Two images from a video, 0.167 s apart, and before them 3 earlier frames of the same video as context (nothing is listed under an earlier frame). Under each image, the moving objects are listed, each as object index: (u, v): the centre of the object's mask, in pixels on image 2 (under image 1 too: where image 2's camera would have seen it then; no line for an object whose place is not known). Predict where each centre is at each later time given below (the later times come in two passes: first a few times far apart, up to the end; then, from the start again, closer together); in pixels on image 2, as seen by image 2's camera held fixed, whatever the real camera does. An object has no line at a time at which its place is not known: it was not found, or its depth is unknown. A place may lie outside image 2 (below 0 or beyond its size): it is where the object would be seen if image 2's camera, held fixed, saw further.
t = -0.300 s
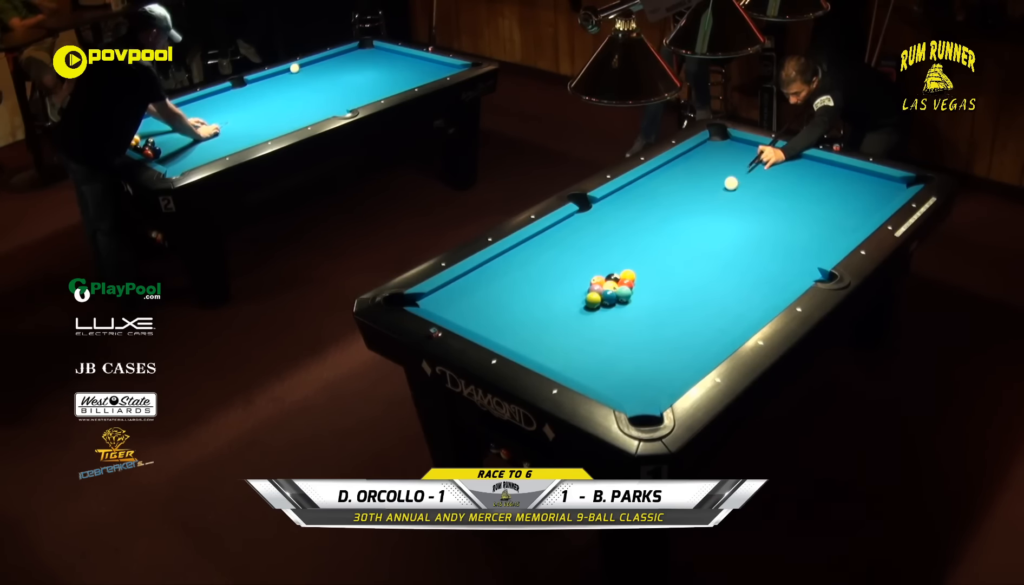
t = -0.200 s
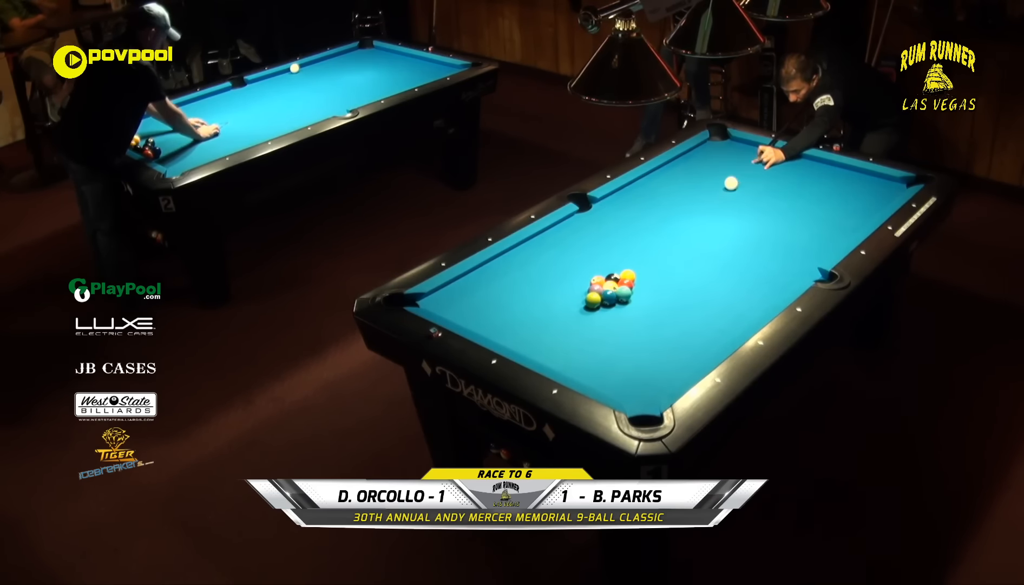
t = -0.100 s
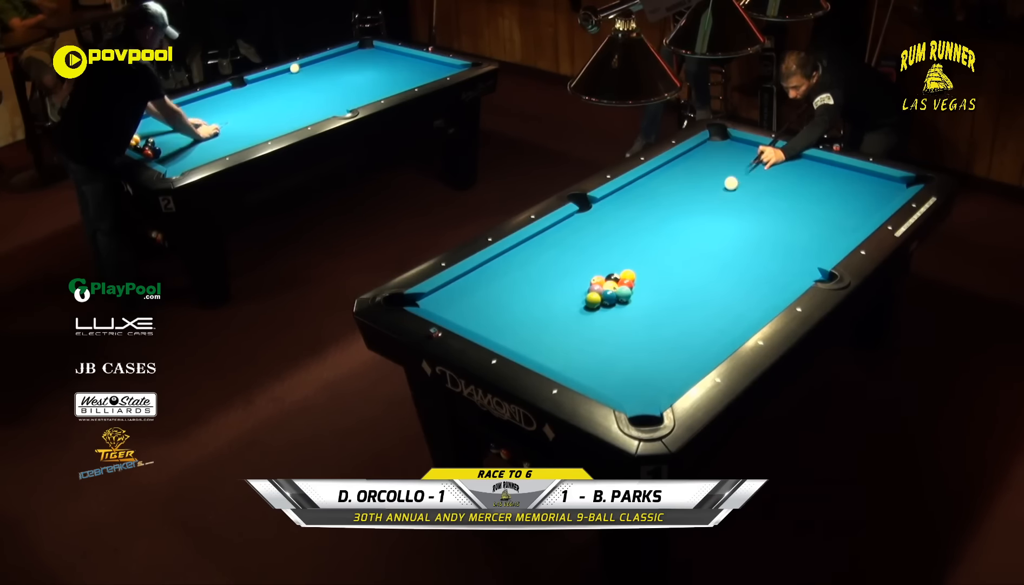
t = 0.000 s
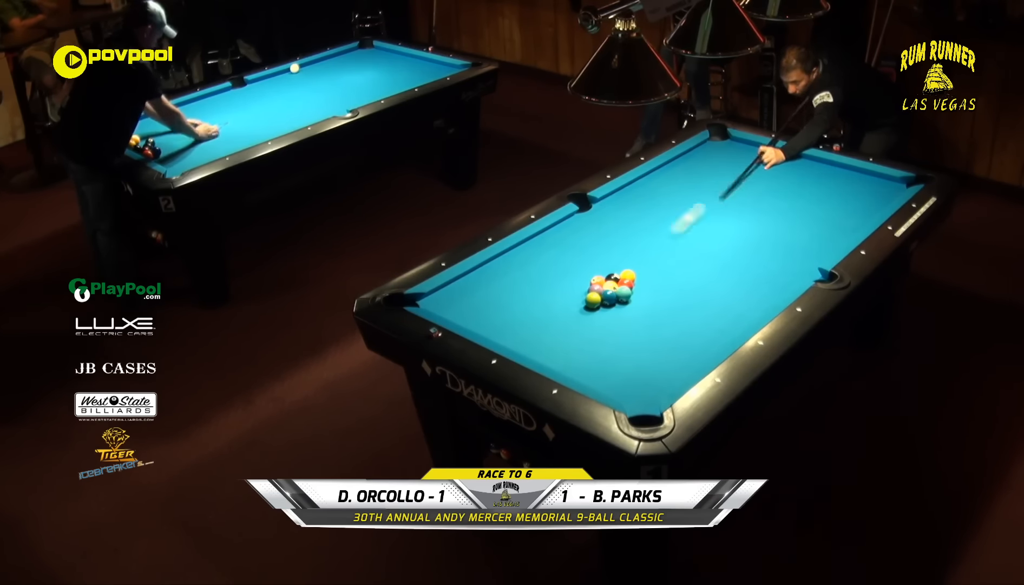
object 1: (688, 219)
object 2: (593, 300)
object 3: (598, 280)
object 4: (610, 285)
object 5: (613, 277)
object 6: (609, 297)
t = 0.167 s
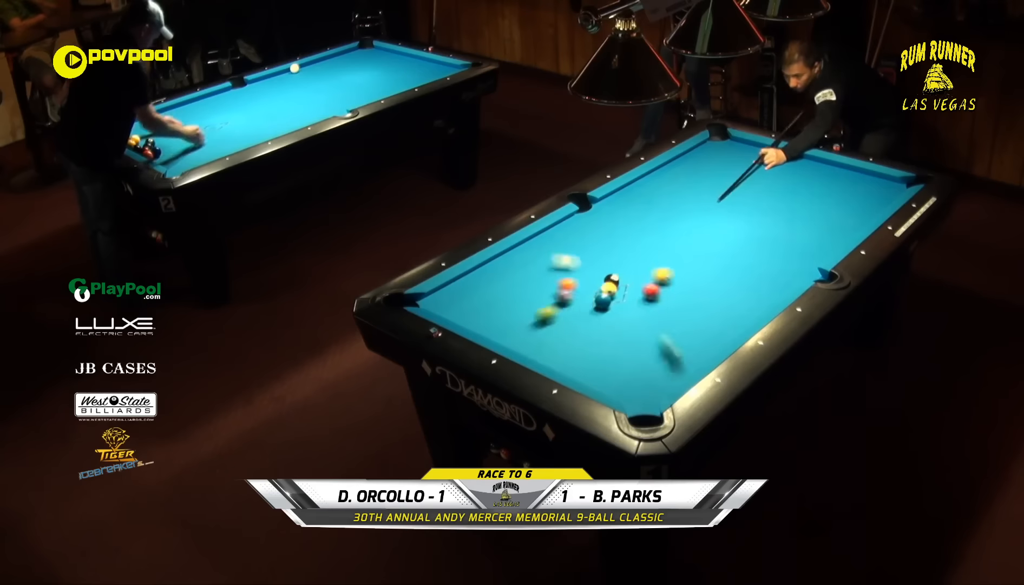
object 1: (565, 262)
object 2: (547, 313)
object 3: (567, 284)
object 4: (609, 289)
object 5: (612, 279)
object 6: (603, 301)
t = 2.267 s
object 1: (844, 226)
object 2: (629, 262)
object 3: (632, 278)
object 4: (597, 297)
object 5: (623, 323)
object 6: (536, 349)
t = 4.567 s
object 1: (843, 169)
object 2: (688, 237)
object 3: (801, 267)
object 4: (597, 297)
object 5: (509, 295)
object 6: (540, 346)
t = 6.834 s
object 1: (838, 172)
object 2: (690, 236)
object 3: (804, 264)
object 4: (597, 297)
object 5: (495, 292)
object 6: (540, 346)
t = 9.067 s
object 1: (838, 171)
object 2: (690, 236)
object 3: (804, 264)
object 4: (597, 297)
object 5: (495, 292)
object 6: (540, 346)
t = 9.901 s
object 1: (838, 171)
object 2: (690, 236)
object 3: (804, 264)
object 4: (597, 297)
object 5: (495, 293)
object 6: (540, 346)
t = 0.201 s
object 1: (545, 259)
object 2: (532, 318)
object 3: (558, 285)
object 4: (609, 289)
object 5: (612, 279)
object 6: (601, 302)
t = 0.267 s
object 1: (510, 254)
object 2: (503, 326)
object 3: (541, 286)
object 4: (607, 291)
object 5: (612, 280)
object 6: (598, 305)
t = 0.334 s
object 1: (528, 260)
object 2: (490, 328)
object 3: (524, 288)
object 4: (605, 292)
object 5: (612, 281)
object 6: (595, 307)
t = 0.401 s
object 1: (550, 266)
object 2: (497, 317)
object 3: (508, 289)
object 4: (605, 293)
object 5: (611, 281)
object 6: (591, 309)
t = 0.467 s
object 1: (572, 271)
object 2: (503, 314)
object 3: (492, 290)
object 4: (604, 293)
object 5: (611, 282)
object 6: (588, 311)
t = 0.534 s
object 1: (594, 275)
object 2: (509, 312)
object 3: (476, 290)
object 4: (603, 294)
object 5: (611, 282)
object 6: (585, 314)
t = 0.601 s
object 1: (609, 274)
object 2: (515, 309)
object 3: (461, 290)
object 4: (602, 294)
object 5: (618, 288)
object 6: (582, 316)
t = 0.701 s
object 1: (628, 271)
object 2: (524, 306)
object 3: (445, 289)
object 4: (600, 295)
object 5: (631, 296)
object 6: (577, 320)
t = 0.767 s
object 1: (640, 269)
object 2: (530, 303)
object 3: (452, 286)
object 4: (600, 295)
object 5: (640, 300)
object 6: (574, 322)
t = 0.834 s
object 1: (653, 267)
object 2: (536, 301)
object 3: (462, 286)
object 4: (599, 296)
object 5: (648, 306)
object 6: (571, 324)
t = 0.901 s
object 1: (665, 265)
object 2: (541, 299)
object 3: (471, 285)
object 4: (599, 296)
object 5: (656, 311)
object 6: (568, 326)
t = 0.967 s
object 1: (678, 263)
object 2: (546, 297)
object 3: (480, 285)
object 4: (598, 296)
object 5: (665, 317)
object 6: (565, 328)
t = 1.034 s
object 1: (690, 261)
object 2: (552, 294)
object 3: (489, 284)
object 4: (598, 297)
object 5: (674, 322)
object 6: (562, 330)
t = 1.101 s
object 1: (701, 260)
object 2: (557, 292)
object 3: (498, 284)
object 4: (597, 297)
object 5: (683, 327)
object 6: (560, 332)
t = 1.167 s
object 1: (713, 257)
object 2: (562, 290)
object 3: (506, 284)
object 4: (597, 297)
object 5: (691, 333)
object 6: (557, 333)
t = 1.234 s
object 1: (724, 256)
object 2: (567, 288)
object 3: (515, 283)
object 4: (597, 297)
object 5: (701, 339)
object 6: (555, 335)
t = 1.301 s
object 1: (736, 254)
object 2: (572, 286)
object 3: (523, 283)
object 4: (597, 297)
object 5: (709, 343)
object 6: (552, 338)
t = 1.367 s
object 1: (746, 253)
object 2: (576, 284)
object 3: (531, 282)
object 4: (597, 297)
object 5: (708, 344)
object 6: (549, 340)
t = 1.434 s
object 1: (757, 251)
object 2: (581, 282)
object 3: (539, 282)
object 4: (597, 297)
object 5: (701, 343)
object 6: (547, 342)
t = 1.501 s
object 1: (768, 249)
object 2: (585, 280)
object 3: (548, 282)
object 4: (597, 297)
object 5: (694, 341)
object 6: (544, 344)
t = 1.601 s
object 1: (784, 247)
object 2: (592, 278)
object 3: (560, 281)
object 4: (597, 297)
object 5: (683, 339)
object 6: (541, 346)
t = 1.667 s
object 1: (795, 245)
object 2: (596, 276)
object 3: (567, 281)
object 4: (597, 297)
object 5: (677, 337)
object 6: (538, 347)
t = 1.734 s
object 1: (805, 244)
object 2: (600, 274)
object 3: (575, 281)
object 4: (597, 297)
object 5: (670, 335)
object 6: (536, 349)
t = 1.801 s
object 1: (815, 242)
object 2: (604, 273)
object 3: (582, 280)
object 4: (597, 297)
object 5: (664, 334)
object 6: (534, 351)
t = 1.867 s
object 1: (824, 241)
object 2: (608, 271)
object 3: (590, 280)
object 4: (597, 297)
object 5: (657, 332)
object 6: (532, 351)
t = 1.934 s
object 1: (834, 239)
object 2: (612, 270)
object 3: (597, 279)
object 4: (597, 297)
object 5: (651, 330)
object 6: (531, 352)
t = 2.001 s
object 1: (842, 237)
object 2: (615, 268)
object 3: (604, 279)
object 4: (597, 297)
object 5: (645, 329)
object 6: (532, 351)
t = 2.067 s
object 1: (843, 234)
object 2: (619, 266)
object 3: (611, 279)
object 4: (597, 297)
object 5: (639, 327)
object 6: (534, 351)
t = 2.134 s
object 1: (844, 231)
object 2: (622, 264)
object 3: (618, 279)
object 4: (597, 297)
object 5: (634, 326)
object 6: (535, 350)
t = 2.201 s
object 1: (844, 229)
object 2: (625, 263)
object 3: (626, 278)
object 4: (597, 297)
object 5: (628, 324)
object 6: (536, 350)
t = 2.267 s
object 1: (844, 226)
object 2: (629, 262)
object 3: (632, 278)
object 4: (597, 297)
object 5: (623, 323)
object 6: (536, 349)
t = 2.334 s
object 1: (844, 223)
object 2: (632, 261)
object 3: (639, 278)
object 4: (597, 297)
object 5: (617, 322)
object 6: (537, 348)
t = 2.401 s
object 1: (845, 220)
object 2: (635, 260)
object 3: (646, 277)
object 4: (597, 297)
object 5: (612, 321)
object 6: (538, 348)
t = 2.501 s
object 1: (845, 216)
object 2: (639, 258)
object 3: (656, 277)
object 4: (597, 297)
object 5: (605, 319)
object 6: (539, 347)
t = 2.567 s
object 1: (845, 213)
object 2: (642, 257)
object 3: (662, 276)
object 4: (597, 297)
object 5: (600, 318)
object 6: (539, 347)
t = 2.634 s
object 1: (845, 211)
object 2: (645, 256)
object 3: (668, 276)
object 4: (597, 297)
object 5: (595, 316)
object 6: (539, 347)
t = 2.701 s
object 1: (845, 208)
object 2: (648, 255)
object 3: (674, 276)
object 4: (597, 297)
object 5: (591, 315)
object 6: (540, 346)
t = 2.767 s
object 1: (845, 206)
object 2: (651, 253)
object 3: (680, 275)
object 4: (597, 297)
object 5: (586, 314)
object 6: (540, 346)
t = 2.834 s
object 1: (845, 204)
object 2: (653, 252)
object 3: (686, 275)
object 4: (597, 297)
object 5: (582, 313)
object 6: (540, 346)
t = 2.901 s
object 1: (846, 201)
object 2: (656, 252)
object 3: (692, 274)
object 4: (597, 297)
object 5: (578, 312)
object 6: (540, 346)
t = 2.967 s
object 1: (846, 199)
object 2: (658, 250)
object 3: (697, 274)
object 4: (597, 297)
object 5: (574, 311)
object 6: (540, 346)
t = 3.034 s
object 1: (846, 197)
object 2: (660, 249)
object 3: (703, 274)
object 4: (597, 297)
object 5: (570, 310)
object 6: (540, 346)
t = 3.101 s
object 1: (846, 195)
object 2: (662, 249)
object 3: (708, 273)
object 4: (597, 297)
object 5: (566, 309)
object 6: (540, 346)
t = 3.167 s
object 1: (846, 193)
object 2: (664, 248)
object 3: (714, 273)
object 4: (597, 297)
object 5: (562, 308)
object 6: (540, 346)
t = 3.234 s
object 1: (846, 191)
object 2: (666, 247)
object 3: (719, 273)
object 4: (597, 297)
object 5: (559, 307)
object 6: (540, 346)
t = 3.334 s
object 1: (846, 188)
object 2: (668, 246)
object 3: (726, 272)
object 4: (597, 297)
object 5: (553, 306)
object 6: (540, 346)
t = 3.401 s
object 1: (846, 186)
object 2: (670, 245)
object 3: (731, 272)
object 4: (597, 297)
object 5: (550, 305)
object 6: (540, 346)
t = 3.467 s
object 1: (846, 185)
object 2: (672, 244)
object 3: (736, 271)
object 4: (597, 297)
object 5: (547, 304)
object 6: (540, 346)
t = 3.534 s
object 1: (846, 183)
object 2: (673, 243)
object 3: (741, 271)
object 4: (597, 297)
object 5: (544, 303)
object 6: (540, 346)
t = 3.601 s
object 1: (846, 181)
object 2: (675, 243)
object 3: (745, 271)
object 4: (597, 297)
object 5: (541, 303)
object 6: (540, 346)
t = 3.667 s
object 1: (847, 180)
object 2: (676, 242)
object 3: (750, 271)
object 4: (597, 297)
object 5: (538, 302)
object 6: (540, 346)
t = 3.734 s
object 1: (847, 178)
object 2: (678, 242)
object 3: (754, 270)
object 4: (597, 297)
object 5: (535, 301)
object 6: (540, 346)
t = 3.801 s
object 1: (847, 177)
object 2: (679, 241)
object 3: (759, 270)
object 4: (597, 297)
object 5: (532, 301)
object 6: (540, 346)
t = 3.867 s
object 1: (847, 175)
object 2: (680, 240)
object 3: (763, 270)
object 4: (597, 297)
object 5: (530, 300)
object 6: (540, 346)
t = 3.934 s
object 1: (847, 174)
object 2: (681, 240)
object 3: (767, 270)
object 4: (597, 297)
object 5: (527, 299)
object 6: (540, 346)
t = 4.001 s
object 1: (847, 172)
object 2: (682, 239)
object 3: (771, 269)
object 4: (597, 297)
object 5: (525, 299)
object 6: (540, 346)
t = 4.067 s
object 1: (847, 171)
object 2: (683, 239)
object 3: (775, 269)
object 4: (597, 297)
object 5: (523, 298)
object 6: (540, 346)
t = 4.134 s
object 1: (847, 170)
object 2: (684, 239)
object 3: (779, 269)
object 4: (597, 297)
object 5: (520, 298)
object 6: (540, 346)
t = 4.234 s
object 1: (847, 168)
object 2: (685, 238)
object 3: (784, 268)
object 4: (597, 297)
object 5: (517, 297)
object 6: (540, 346)
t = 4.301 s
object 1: (847, 168)
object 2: (686, 238)
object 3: (788, 268)
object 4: (597, 297)
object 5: (515, 297)
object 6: (540, 346)
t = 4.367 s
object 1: (846, 168)
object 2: (687, 237)
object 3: (791, 268)
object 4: (597, 297)
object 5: (514, 296)
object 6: (540, 346)
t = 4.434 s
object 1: (845, 169)
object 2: (687, 237)
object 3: (794, 268)
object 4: (597, 297)
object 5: (512, 296)
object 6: (540, 346)
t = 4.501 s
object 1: (844, 169)
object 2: (688, 237)
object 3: (797, 267)
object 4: (597, 297)
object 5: (510, 295)
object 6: (540, 346)
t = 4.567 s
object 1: (843, 169)
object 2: (688, 237)
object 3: (801, 267)
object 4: (597, 297)
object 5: (509, 295)
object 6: (540, 346)
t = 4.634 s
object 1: (842, 170)
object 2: (689, 236)
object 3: (804, 267)
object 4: (597, 297)
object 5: (507, 295)
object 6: (540, 346)
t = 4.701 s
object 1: (842, 170)
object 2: (689, 236)
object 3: (807, 267)
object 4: (597, 297)
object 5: (506, 294)
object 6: (540, 346)
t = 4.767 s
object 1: (841, 170)
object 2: (690, 236)
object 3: (810, 266)
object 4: (597, 297)
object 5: (504, 294)
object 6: (540, 346)
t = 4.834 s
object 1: (841, 170)
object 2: (690, 236)
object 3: (809, 266)
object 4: (597, 297)
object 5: (503, 294)
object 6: (540, 346)
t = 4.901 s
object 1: (840, 171)
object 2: (690, 236)
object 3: (808, 266)
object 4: (597, 297)
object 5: (502, 294)
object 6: (540, 346)
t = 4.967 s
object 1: (839, 171)
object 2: (690, 236)
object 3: (807, 266)
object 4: (597, 297)
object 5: (501, 294)
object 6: (540, 346)
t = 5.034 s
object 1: (839, 171)
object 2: (690, 236)
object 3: (806, 265)
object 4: (597, 297)
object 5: (500, 293)
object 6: (540, 346)
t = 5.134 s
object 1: (838, 171)
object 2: (690, 236)
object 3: (805, 265)
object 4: (597, 297)
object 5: (498, 293)
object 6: (540, 346)
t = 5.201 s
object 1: (838, 171)
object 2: (690, 236)
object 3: (805, 265)
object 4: (597, 297)
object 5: (498, 293)
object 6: (540, 346)
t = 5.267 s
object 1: (838, 171)
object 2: (690, 236)
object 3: (804, 265)
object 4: (597, 297)
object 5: (497, 293)
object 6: (540, 346)
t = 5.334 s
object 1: (838, 171)
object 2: (690, 236)
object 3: (804, 265)
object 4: (597, 297)
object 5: (496, 293)
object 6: (540, 346)
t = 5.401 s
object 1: (838, 171)
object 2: (690, 236)
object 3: (804, 264)
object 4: (597, 297)
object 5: (496, 293)
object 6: (540, 346)
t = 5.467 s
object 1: (838, 172)
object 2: (690, 236)
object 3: (804, 264)
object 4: (597, 297)
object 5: (495, 292)
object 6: (540, 346)
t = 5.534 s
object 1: (838, 172)
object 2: (690, 236)
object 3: (804, 264)
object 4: (597, 297)
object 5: (495, 292)
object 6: (540, 346)
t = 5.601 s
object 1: (838, 172)
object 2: (690, 236)
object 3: (804, 264)
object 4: (597, 297)
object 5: (495, 292)
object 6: (540, 346)
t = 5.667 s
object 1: (838, 172)
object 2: (690, 236)
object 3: (804, 264)
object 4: (597, 297)
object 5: (494, 292)
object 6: (540, 346)
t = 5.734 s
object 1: (838, 172)
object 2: (690, 236)
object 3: (804, 264)
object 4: (597, 297)
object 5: (494, 292)
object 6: (540, 346)
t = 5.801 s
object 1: (838, 171)
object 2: (690, 236)
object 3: (804, 264)
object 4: (597, 297)
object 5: (495, 292)
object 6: (540, 346)
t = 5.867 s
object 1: (838, 171)
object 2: (690, 236)
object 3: (804, 264)
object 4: (597, 297)
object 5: (495, 292)
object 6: (540, 346)
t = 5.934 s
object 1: (838, 172)
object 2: (690, 236)
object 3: (804, 264)
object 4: (597, 297)
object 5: (495, 292)
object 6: (540, 346)
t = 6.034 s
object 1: (838, 172)
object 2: (690, 236)
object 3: (804, 264)
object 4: (597, 297)
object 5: (495, 292)
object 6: (540, 346)
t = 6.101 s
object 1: (838, 172)
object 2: (690, 236)
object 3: (804, 264)
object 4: (597, 297)
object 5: (495, 292)
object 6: (540, 346)
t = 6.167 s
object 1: (838, 172)
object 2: (690, 236)
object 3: (804, 264)
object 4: (597, 297)
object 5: (495, 292)
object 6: (540, 346)
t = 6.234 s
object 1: (838, 172)
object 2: (690, 236)
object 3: (804, 264)
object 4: (597, 297)
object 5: (495, 293)
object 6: (540, 346)
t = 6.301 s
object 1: (838, 172)
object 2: (690, 236)
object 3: (804, 264)
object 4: (597, 297)
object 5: (495, 292)
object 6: (540, 346)
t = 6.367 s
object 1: (838, 172)
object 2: (690, 236)
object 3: (804, 264)
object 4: (597, 297)
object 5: (495, 292)
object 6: (540, 346)
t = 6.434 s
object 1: (838, 172)
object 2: (690, 236)
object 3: (804, 264)
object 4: (597, 297)
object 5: (495, 292)
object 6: (540, 346)
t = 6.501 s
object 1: (838, 172)
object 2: (690, 236)
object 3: (804, 264)
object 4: (597, 297)
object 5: (495, 292)
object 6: (540, 346)
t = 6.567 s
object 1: (838, 172)
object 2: (690, 236)
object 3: (804, 264)
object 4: (597, 297)
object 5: (495, 292)
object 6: (540, 346)
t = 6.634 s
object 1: (838, 171)
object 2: (690, 236)
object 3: (804, 264)
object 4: (597, 297)
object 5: (495, 292)
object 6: (540, 346)
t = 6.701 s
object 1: (838, 172)
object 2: (690, 236)
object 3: (804, 264)
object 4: (597, 297)
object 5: (495, 292)
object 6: (540, 346)
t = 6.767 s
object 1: (838, 172)
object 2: (690, 236)
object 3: (804, 264)
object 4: (597, 297)
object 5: (495, 292)
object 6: (540, 346)
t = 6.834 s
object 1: (838, 172)
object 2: (690, 236)
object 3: (804, 264)
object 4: (597, 297)
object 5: (495, 292)
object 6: (540, 346)
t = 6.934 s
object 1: (838, 172)
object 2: (690, 236)
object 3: (804, 264)
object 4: (597, 297)
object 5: (495, 292)
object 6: (540, 346)
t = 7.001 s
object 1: (838, 172)
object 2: (690, 236)
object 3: (804, 264)
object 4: (597, 297)
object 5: (495, 293)
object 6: (540, 346)
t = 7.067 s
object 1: (838, 172)
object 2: (690, 236)
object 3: (804, 264)
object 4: (597, 297)
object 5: (495, 292)
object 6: (540, 346)
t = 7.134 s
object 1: (838, 172)
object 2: (690, 236)
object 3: (804, 264)
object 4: (597, 297)
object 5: (495, 293)
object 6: (540, 346)
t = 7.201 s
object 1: (838, 172)
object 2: (690, 236)
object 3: (804, 264)
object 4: (597, 297)
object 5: (495, 293)
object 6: (540, 346)
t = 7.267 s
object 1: (838, 171)
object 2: (690, 236)
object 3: (804, 264)
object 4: (597, 297)
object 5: (495, 293)
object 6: (540, 346)
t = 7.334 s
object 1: (838, 172)
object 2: (690, 236)
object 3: (804, 264)
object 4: (597, 297)
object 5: (495, 293)
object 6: (540, 346)
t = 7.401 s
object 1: (838, 172)
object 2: (690, 236)
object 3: (804, 264)
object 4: (597, 297)
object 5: (495, 293)
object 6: (540, 346)
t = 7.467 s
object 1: (838, 171)
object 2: (690, 236)
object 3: (804, 264)
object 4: (597, 297)
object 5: (495, 293)
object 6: (540, 346)
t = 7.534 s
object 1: (838, 172)
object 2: (690, 236)
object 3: (804, 264)
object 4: (597, 297)
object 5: (495, 292)
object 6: (540, 346)
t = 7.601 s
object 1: (838, 171)
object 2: (690, 236)
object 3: (804, 264)
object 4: (597, 297)
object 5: (495, 292)
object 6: (540, 346)
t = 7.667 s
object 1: (838, 172)
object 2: (690, 236)
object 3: (804, 265)
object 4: (597, 297)
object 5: (495, 292)
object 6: (540, 346)
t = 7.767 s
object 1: (838, 172)
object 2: (690, 236)
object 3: (804, 264)
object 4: (597, 297)
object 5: (495, 292)
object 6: (540, 346)
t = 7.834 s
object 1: (838, 171)
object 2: (690, 236)
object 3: (804, 264)
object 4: (597, 297)
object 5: (495, 292)
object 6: (540, 346)
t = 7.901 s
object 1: (838, 171)
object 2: (690, 236)
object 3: (804, 264)
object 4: (597, 297)
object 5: (495, 292)
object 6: (540, 346)
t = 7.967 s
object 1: (838, 172)
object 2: (690, 236)
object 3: (804, 265)
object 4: (597, 297)
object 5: (495, 292)
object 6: (540, 346)
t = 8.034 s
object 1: (838, 172)
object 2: (690, 236)
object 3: (804, 264)
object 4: (597, 297)
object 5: (495, 292)
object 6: (540, 346)
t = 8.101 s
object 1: (838, 171)
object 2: (690, 236)
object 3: (804, 264)
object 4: (597, 297)
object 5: (495, 292)
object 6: (540, 346)
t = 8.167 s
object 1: (838, 171)
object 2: (690, 236)
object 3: (804, 264)
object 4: (597, 297)
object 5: (495, 292)
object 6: (540, 346)
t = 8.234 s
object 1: (838, 171)
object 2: (690, 236)
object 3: (804, 264)
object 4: (597, 297)
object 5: (495, 292)
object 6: (540, 346)
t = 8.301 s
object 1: (838, 171)
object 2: (690, 236)
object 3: (804, 264)
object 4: (597, 297)
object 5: (495, 292)
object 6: (540, 346)
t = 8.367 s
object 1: (838, 172)
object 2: (690, 236)
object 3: (804, 264)
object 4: (597, 297)
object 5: (495, 293)
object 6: (540, 346)
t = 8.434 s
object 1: (838, 172)
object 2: (690, 236)
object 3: (804, 264)
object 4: (597, 297)
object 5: (495, 293)
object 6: (540, 346)
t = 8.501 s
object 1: (838, 172)
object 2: (690, 236)
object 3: (804, 264)
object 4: (597, 297)
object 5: (495, 293)
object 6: (540, 346)
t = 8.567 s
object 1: (838, 172)
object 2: (690, 236)
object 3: (804, 264)
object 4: (597, 297)
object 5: (495, 292)
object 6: (540, 346)
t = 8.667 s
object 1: (838, 172)
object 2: (690, 236)
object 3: (804, 264)
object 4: (597, 297)
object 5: (495, 292)
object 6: (540, 346)
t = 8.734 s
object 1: (838, 171)
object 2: (690, 236)
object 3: (804, 264)
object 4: (597, 297)
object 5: (495, 293)
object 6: (540, 346)
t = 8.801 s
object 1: (838, 172)
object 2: (690, 236)
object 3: (804, 264)
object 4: (597, 297)
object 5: (495, 293)
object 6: (540, 346)
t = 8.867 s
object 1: (838, 171)
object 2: (690, 236)
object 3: (804, 264)
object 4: (597, 297)
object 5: (495, 292)
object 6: (540, 346)
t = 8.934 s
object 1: (838, 171)
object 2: (690, 236)
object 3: (804, 264)
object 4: (597, 297)
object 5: (495, 293)
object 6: (540, 346)
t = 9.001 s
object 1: (838, 171)
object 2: (690, 236)
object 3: (804, 264)
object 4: (597, 297)
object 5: (495, 293)
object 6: (540, 346)
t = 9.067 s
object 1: (838, 171)
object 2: (690, 236)
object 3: (804, 264)
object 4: (597, 297)
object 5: (495, 292)
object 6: (540, 346)
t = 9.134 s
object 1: (838, 172)
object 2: (690, 236)
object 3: (804, 264)
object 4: (597, 297)
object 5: (495, 293)
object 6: (540, 346)
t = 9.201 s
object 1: (838, 171)
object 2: (690, 236)
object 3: (804, 264)
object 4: (597, 297)
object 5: (495, 293)
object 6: (540, 346)
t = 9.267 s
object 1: (838, 171)
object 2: (690, 236)
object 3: (804, 264)
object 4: (597, 297)
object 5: (495, 292)
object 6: (540, 346)
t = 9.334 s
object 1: (838, 171)
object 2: (690, 236)
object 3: (804, 265)
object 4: (597, 297)
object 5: (495, 292)
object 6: (540, 346)
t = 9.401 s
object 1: (838, 171)
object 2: (690, 236)
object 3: (804, 264)
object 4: (597, 297)
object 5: (495, 293)
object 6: (540, 346)
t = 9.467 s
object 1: (838, 171)
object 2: (690, 236)
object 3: (804, 264)
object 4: (597, 297)
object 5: (495, 293)
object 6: (540, 346)
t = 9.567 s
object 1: (838, 171)
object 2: (690, 236)
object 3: (804, 264)
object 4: (597, 297)
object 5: (495, 293)
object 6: (540, 346)
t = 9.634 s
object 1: (838, 171)
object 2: (690, 236)
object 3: (804, 264)
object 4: (597, 297)
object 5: (495, 293)
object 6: (540, 346)
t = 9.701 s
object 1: (838, 171)
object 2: (690, 236)
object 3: (804, 264)
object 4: (597, 297)
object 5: (495, 293)
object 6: (540, 346)
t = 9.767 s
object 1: (838, 171)
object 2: (690, 236)
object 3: (804, 264)
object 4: (597, 297)
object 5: (495, 293)
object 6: (540, 346)
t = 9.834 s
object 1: (838, 171)
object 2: (690, 236)
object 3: (804, 264)
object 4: (597, 297)
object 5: (495, 292)
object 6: (540, 346)
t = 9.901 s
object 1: (838, 171)
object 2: (690, 236)
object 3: (804, 264)
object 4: (597, 297)
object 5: (495, 293)
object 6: (540, 346)
